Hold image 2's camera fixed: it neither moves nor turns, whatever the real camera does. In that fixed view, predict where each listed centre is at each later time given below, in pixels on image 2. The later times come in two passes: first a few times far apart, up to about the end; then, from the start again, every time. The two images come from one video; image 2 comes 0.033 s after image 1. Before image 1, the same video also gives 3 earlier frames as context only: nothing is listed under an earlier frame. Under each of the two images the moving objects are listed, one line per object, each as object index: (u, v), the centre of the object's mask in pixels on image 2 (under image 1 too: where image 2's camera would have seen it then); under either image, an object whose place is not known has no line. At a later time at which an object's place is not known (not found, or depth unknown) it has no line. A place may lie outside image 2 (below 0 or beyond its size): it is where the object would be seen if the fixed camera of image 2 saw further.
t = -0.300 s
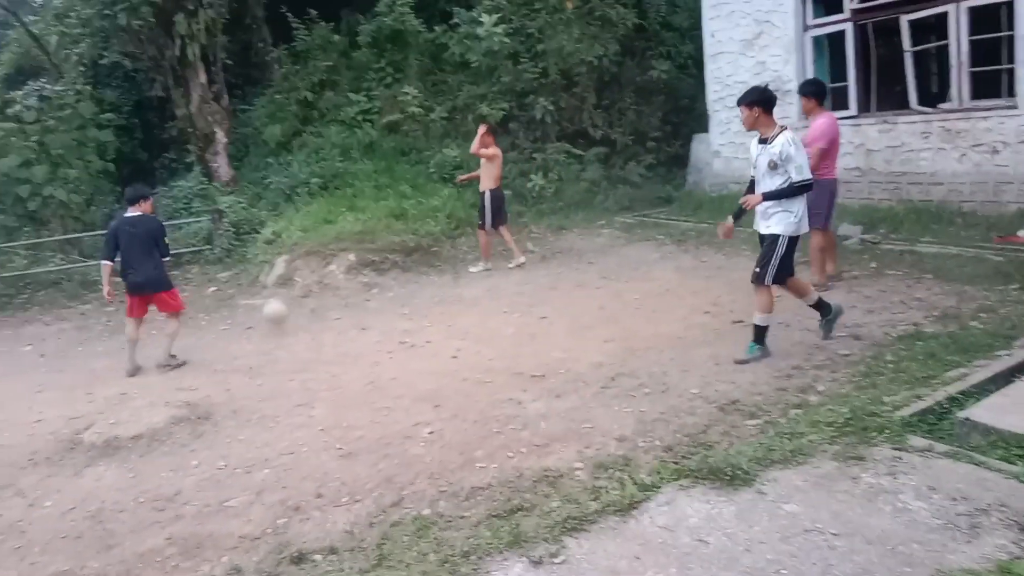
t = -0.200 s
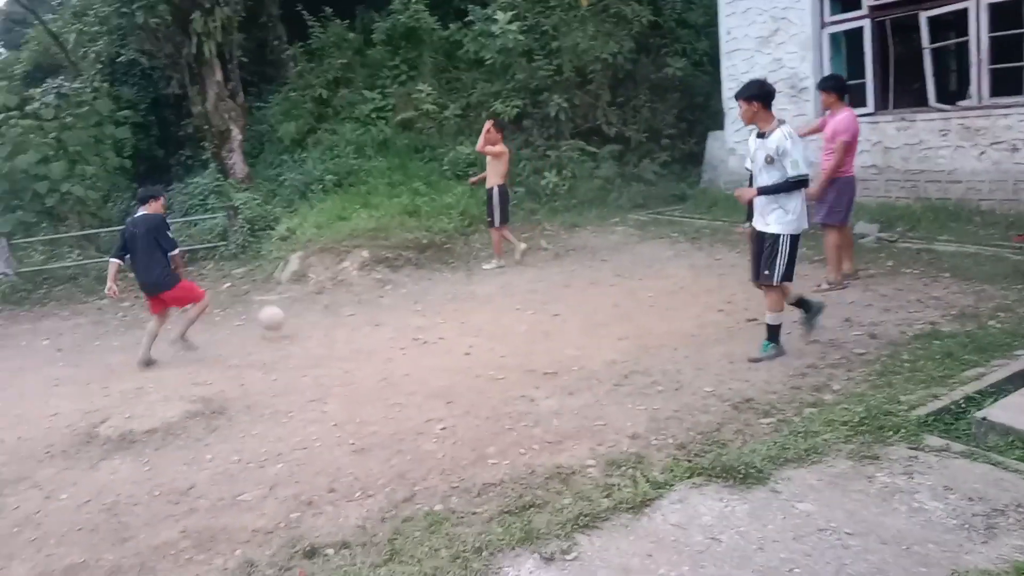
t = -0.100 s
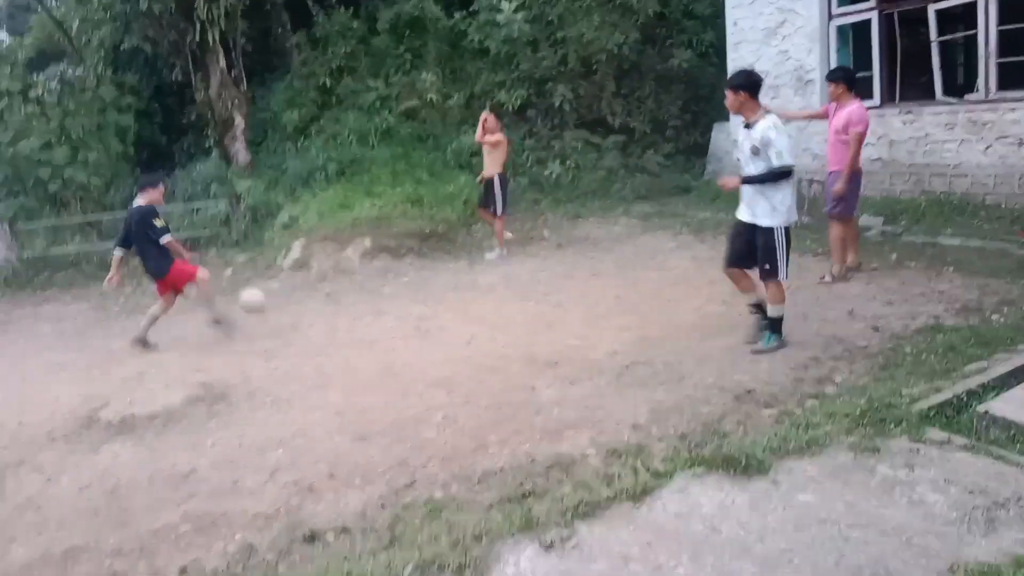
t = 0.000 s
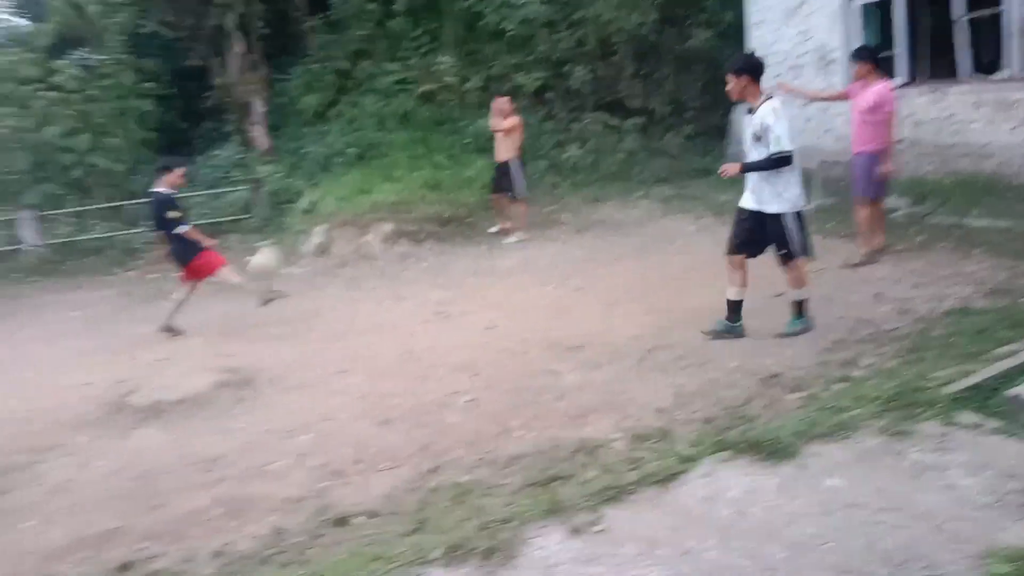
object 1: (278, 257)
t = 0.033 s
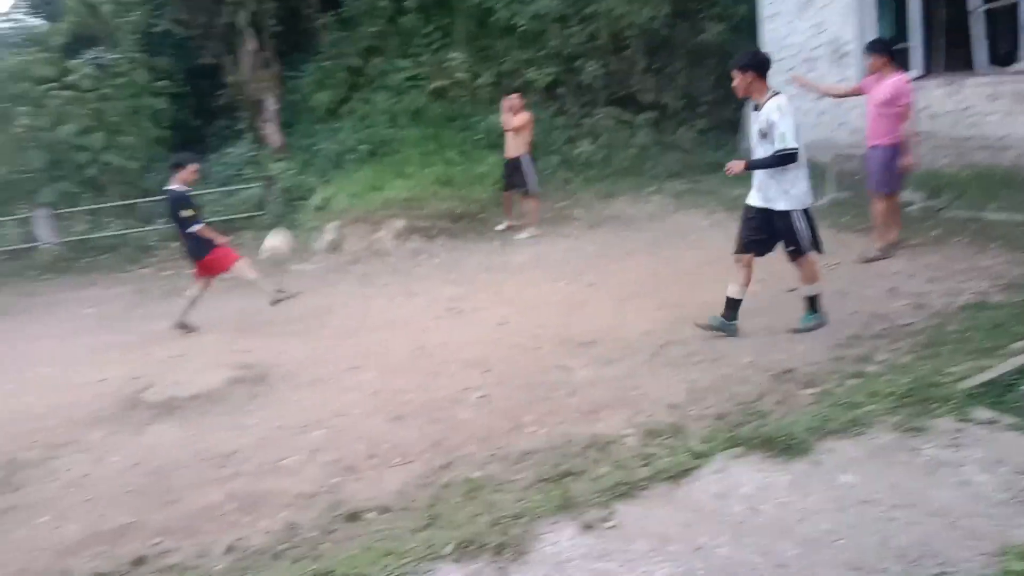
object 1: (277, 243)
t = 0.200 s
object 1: (276, 193)
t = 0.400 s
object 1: (285, 164)
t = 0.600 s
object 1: (309, 198)
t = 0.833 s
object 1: (366, 357)
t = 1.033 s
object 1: (363, 411)
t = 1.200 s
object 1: (311, 384)
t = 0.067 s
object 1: (276, 232)
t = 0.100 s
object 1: (275, 223)
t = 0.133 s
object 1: (275, 211)
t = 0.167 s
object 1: (275, 201)
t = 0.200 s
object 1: (276, 193)
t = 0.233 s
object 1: (277, 184)
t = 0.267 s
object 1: (278, 177)
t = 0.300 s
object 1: (279, 171)
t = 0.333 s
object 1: (280, 167)
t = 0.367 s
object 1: (283, 165)
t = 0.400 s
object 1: (285, 164)
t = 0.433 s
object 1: (288, 165)
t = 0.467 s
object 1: (292, 167)
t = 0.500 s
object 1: (296, 171)
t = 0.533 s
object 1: (300, 177)
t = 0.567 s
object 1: (305, 187)
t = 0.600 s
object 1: (309, 198)
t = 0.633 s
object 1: (314, 212)
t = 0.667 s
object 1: (321, 229)
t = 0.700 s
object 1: (329, 248)
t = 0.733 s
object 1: (338, 271)
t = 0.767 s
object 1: (347, 296)
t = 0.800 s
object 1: (355, 325)
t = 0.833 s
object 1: (366, 357)
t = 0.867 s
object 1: (376, 392)
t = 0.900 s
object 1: (387, 430)
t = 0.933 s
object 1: (391, 451)
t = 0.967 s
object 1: (383, 435)
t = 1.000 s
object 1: (373, 423)
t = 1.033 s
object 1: (363, 411)
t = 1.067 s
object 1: (352, 400)
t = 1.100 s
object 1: (341, 392)
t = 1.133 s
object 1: (331, 388)
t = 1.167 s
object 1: (321, 384)
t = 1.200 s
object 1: (311, 384)
